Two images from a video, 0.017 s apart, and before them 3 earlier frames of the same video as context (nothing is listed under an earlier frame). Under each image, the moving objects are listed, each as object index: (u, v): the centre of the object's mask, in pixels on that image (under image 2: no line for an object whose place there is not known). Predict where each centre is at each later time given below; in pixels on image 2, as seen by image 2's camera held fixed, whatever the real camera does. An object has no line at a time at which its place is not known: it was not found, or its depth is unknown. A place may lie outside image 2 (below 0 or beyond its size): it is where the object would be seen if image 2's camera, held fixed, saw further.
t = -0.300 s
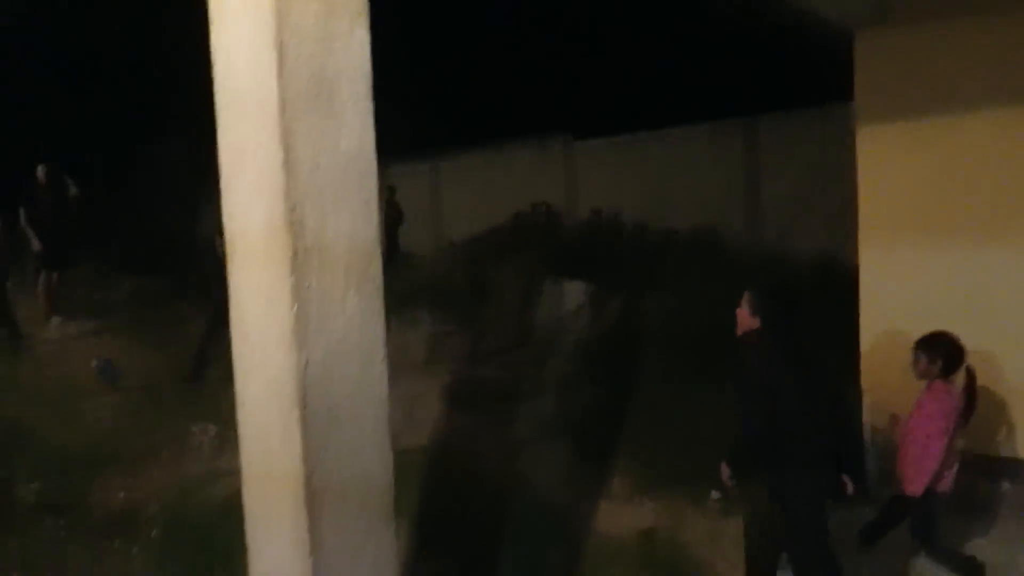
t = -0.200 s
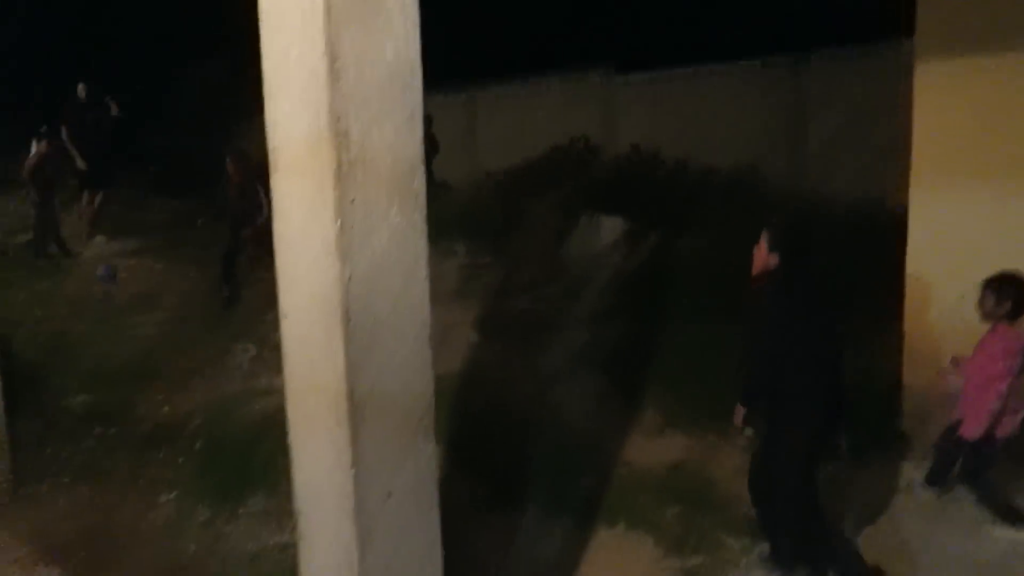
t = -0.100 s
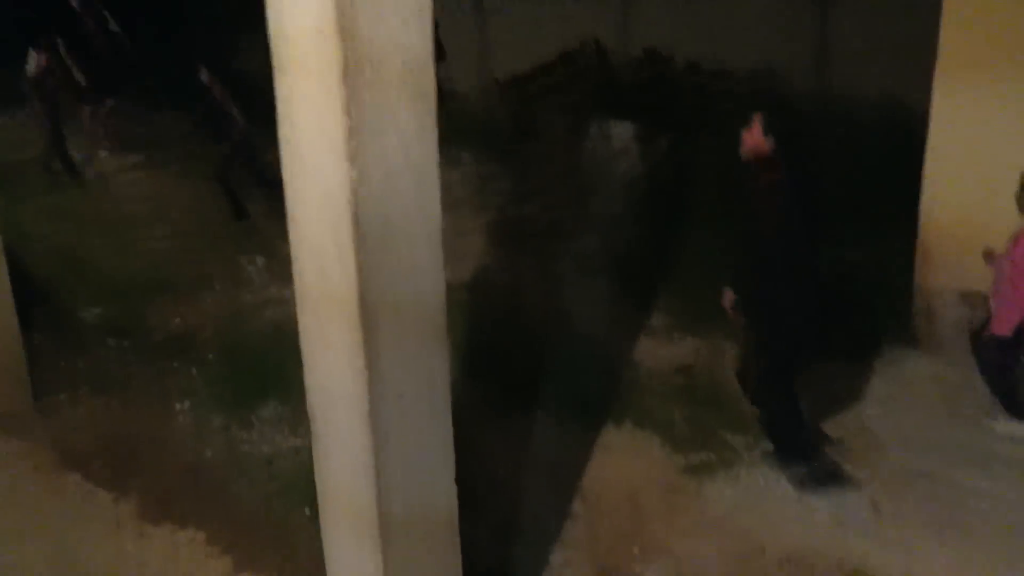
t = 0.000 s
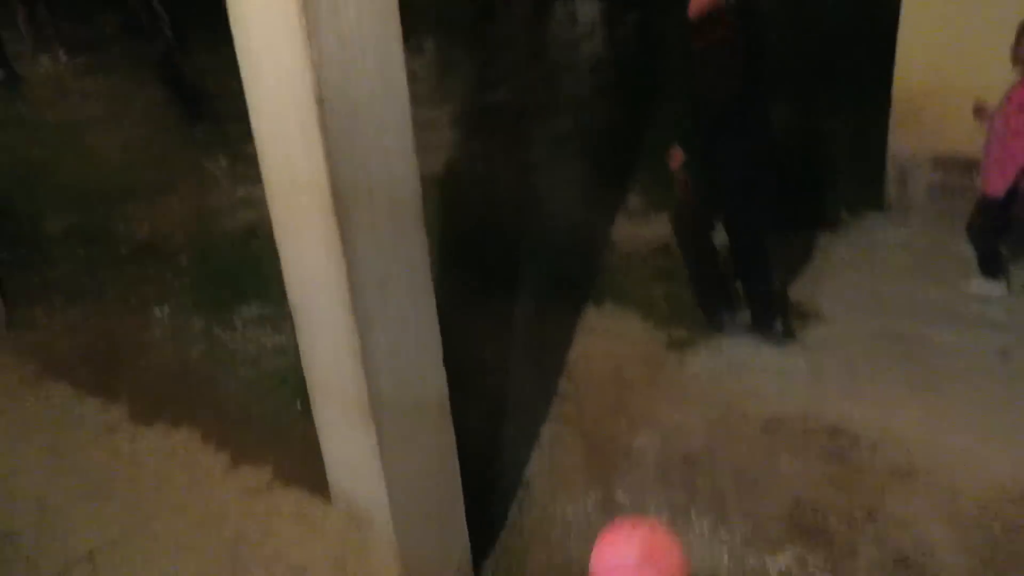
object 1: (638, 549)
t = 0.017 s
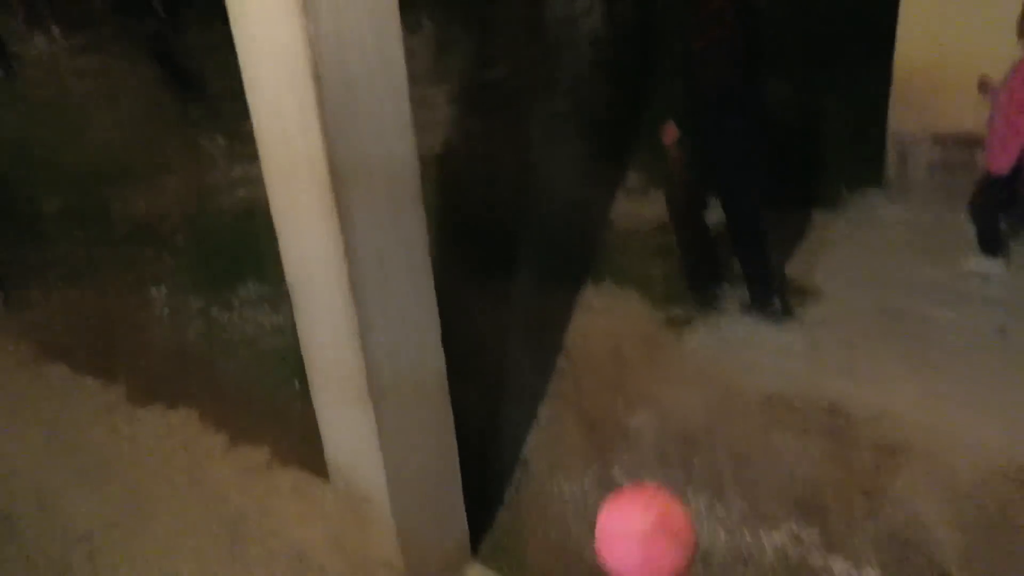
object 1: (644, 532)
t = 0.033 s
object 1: (654, 528)
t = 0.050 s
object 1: (663, 518)
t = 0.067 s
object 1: (673, 510)
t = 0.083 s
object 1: (683, 502)
